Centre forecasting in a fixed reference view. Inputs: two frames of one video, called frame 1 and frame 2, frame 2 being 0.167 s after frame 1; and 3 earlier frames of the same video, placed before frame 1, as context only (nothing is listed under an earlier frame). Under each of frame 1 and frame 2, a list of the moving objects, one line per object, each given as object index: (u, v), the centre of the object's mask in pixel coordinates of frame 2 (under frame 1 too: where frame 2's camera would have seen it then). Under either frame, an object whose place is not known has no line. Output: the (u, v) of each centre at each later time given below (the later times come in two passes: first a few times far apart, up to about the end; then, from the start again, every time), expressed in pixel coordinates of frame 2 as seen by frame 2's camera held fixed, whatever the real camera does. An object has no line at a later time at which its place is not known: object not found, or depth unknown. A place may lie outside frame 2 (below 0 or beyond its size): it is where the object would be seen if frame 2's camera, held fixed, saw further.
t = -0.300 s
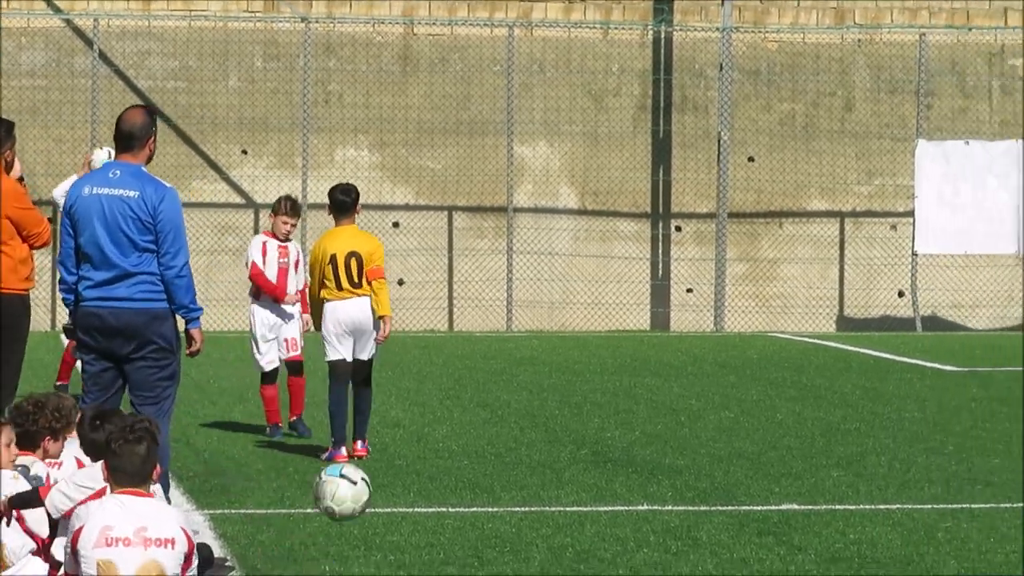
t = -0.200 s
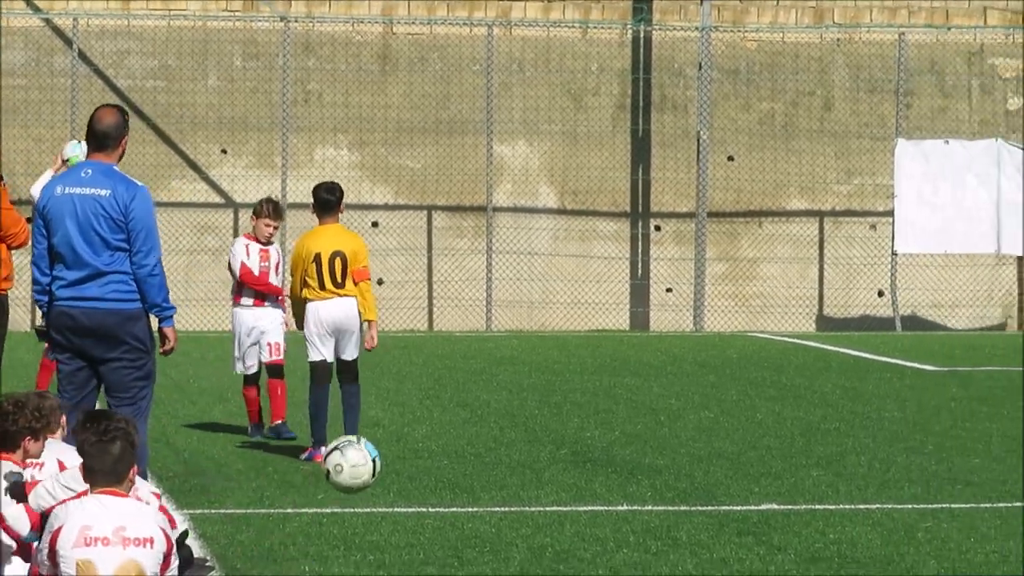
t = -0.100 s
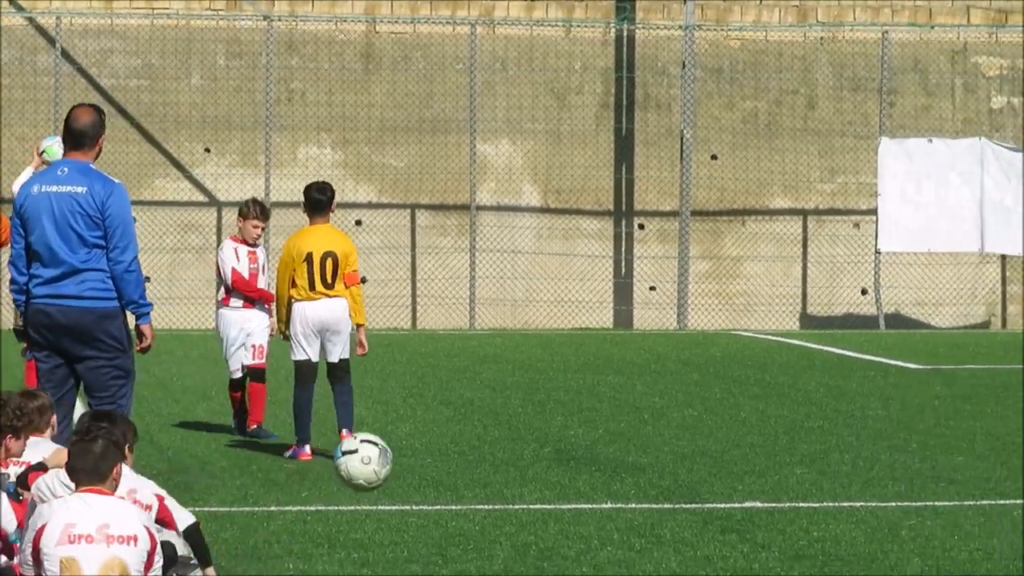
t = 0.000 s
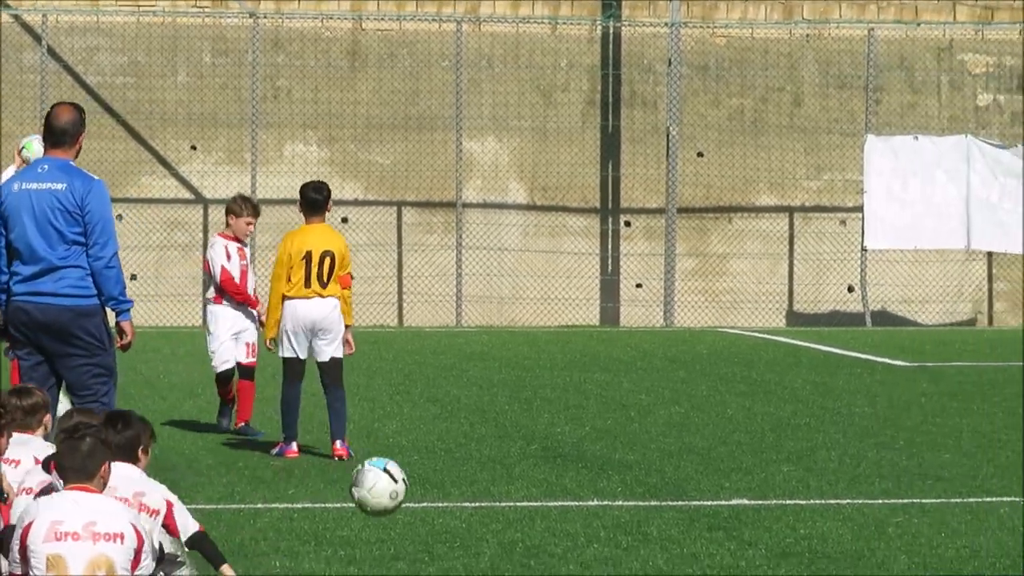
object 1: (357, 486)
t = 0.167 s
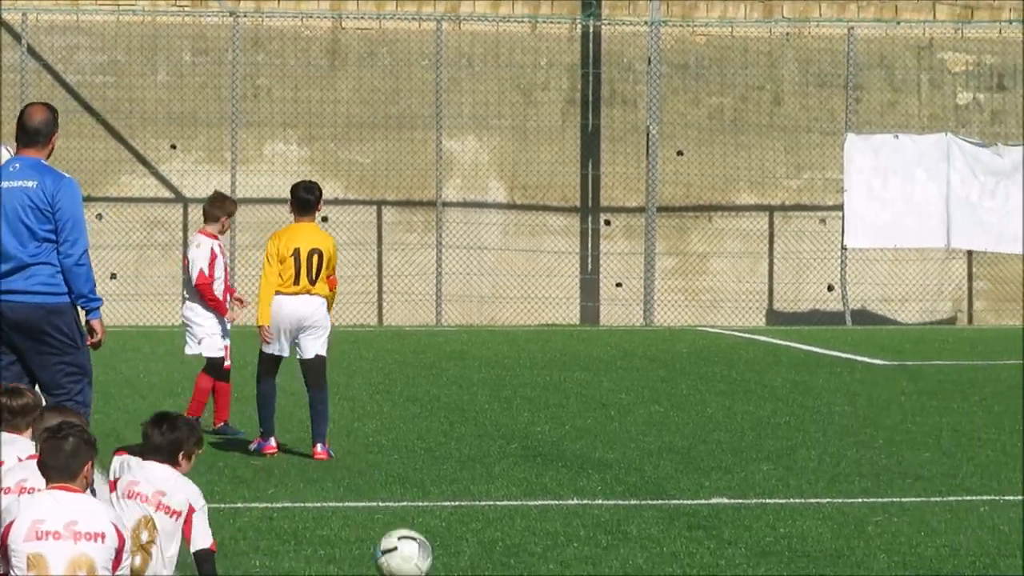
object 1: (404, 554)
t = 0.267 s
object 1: (428, 516)
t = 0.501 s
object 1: (485, 525)
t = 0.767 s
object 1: (543, 533)
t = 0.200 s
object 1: (412, 540)
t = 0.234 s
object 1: (419, 527)
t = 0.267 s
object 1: (428, 516)
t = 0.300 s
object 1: (437, 508)
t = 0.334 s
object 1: (446, 504)
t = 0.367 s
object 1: (453, 501)
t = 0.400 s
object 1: (460, 503)
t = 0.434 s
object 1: (468, 508)
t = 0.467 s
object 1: (477, 514)
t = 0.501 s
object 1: (485, 525)
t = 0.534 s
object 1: (493, 538)
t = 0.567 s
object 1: (501, 555)
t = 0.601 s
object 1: (507, 563)
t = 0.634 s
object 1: (515, 551)
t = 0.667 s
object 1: (521, 542)
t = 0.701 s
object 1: (529, 536)
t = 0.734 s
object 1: (536, 533)
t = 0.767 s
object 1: (543, 533)
